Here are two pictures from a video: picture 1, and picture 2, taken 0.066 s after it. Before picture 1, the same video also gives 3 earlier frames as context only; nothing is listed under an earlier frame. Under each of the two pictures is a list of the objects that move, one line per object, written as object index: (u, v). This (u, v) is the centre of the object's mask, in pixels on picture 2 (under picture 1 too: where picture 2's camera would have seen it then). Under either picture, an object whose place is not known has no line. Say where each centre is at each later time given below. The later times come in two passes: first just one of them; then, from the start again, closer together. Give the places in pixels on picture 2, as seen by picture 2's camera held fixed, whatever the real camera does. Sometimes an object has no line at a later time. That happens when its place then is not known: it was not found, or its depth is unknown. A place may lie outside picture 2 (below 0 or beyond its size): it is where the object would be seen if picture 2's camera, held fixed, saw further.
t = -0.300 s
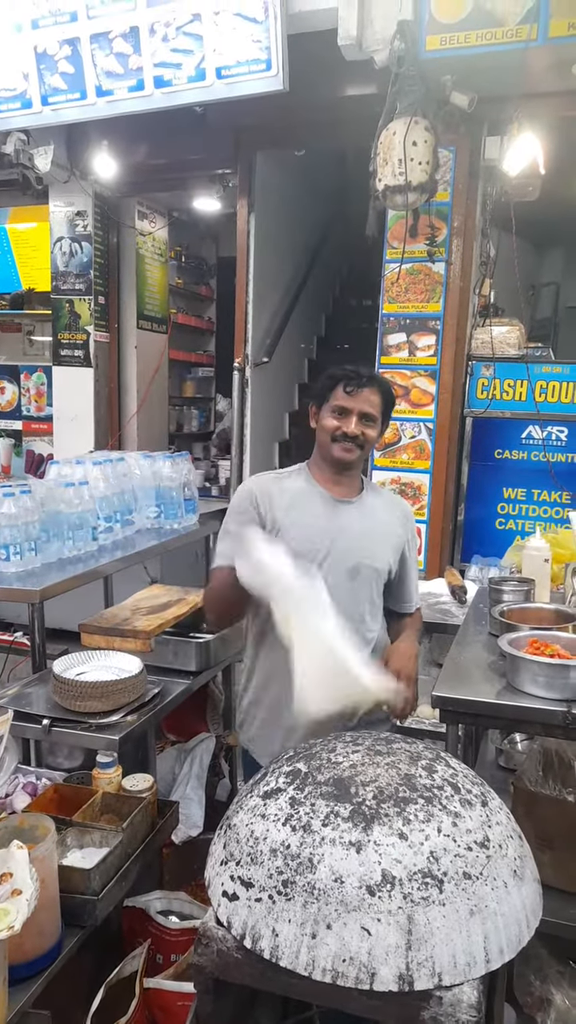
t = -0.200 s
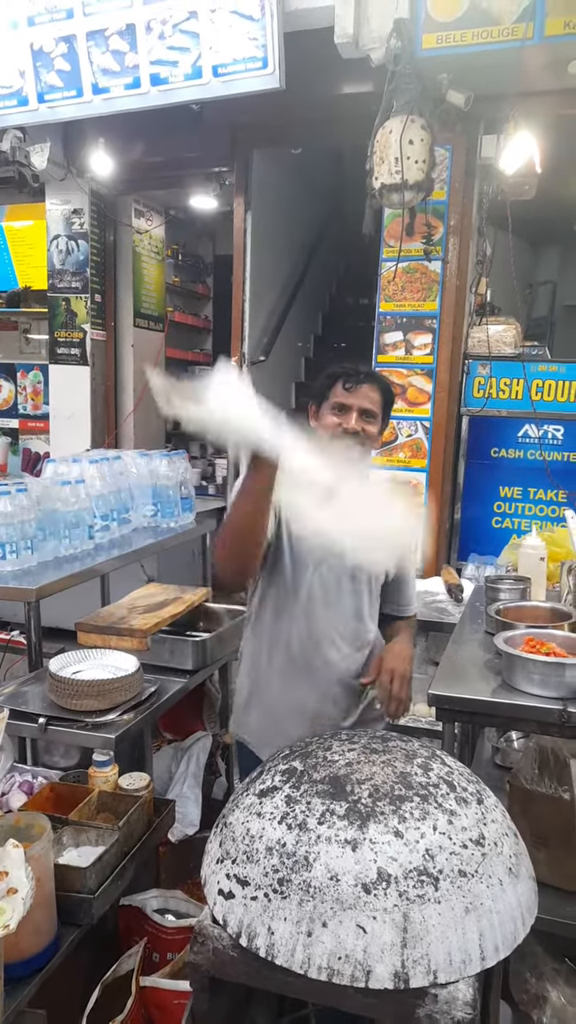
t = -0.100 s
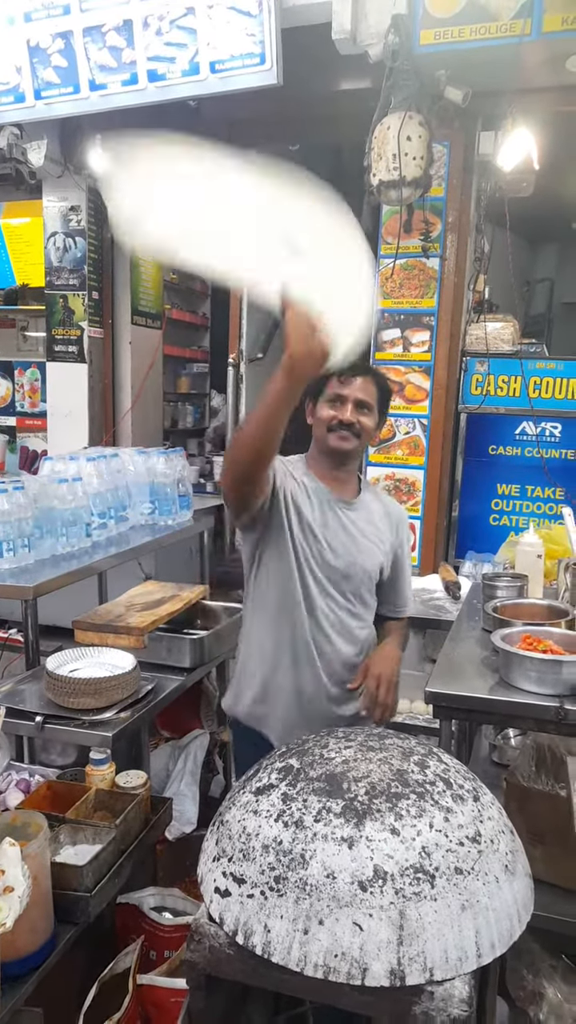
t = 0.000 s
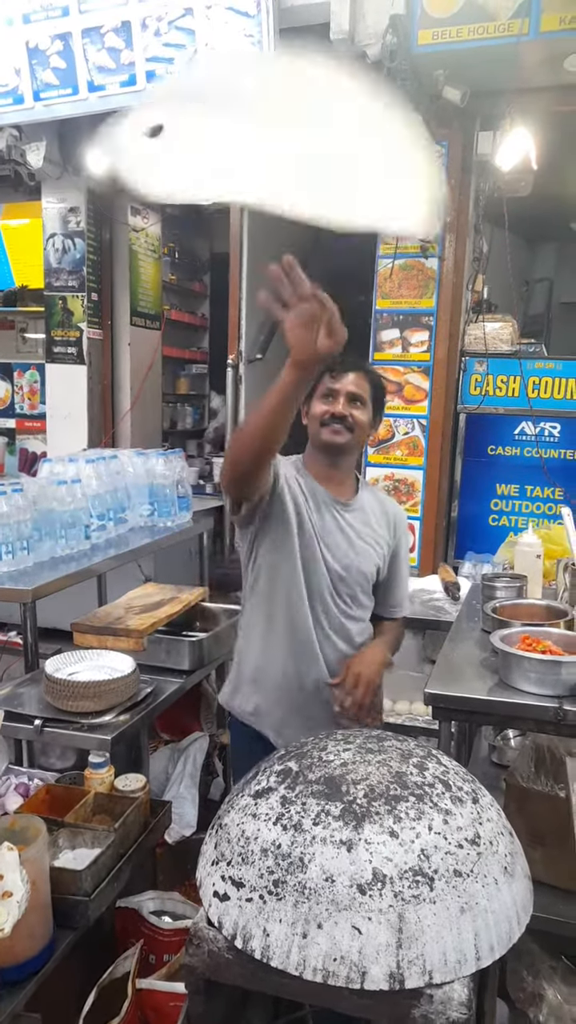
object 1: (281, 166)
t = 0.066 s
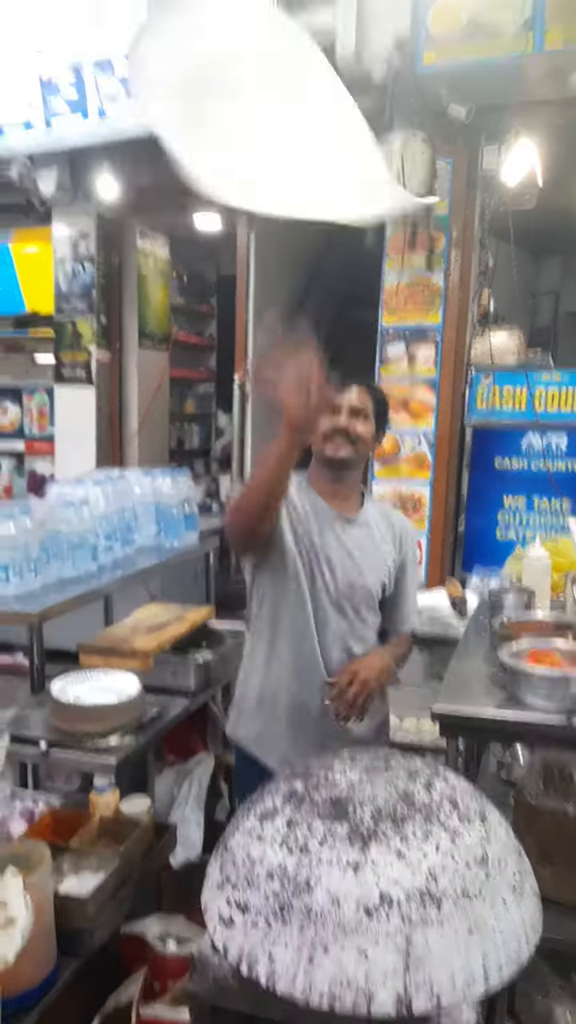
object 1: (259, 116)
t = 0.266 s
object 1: (331, 134)
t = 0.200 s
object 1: (302, 111)
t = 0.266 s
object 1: (331, 134)
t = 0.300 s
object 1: (337, 144)
